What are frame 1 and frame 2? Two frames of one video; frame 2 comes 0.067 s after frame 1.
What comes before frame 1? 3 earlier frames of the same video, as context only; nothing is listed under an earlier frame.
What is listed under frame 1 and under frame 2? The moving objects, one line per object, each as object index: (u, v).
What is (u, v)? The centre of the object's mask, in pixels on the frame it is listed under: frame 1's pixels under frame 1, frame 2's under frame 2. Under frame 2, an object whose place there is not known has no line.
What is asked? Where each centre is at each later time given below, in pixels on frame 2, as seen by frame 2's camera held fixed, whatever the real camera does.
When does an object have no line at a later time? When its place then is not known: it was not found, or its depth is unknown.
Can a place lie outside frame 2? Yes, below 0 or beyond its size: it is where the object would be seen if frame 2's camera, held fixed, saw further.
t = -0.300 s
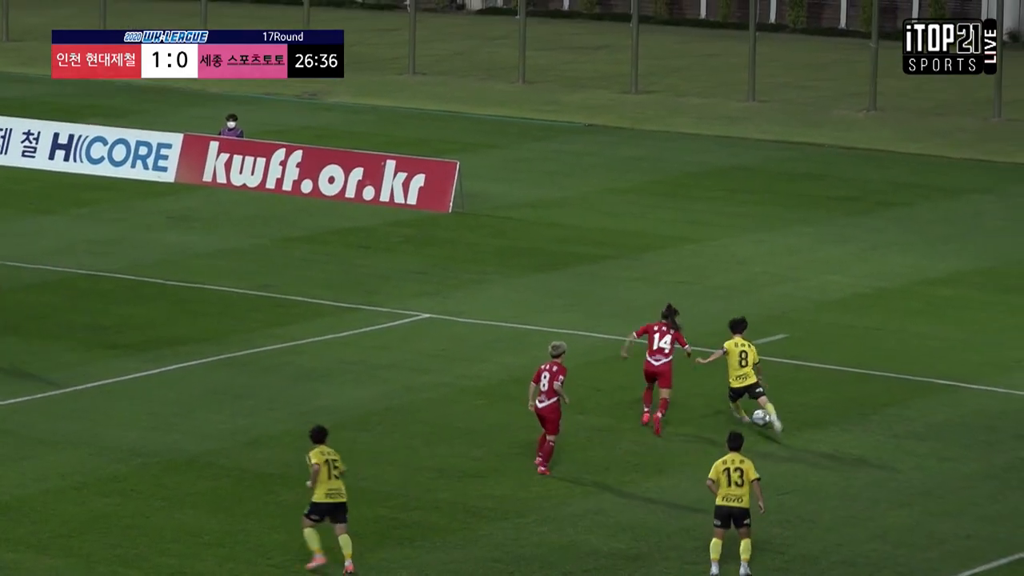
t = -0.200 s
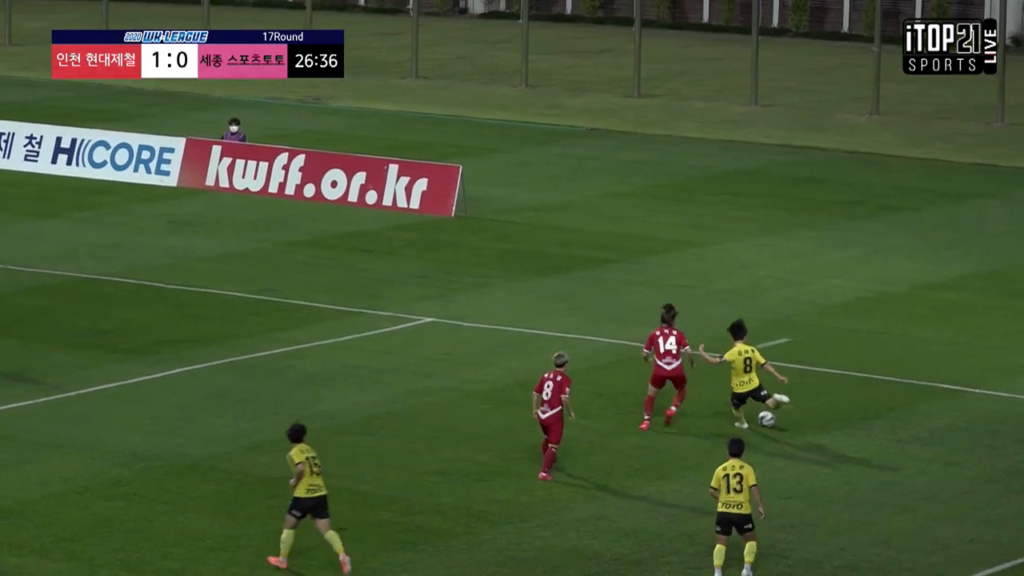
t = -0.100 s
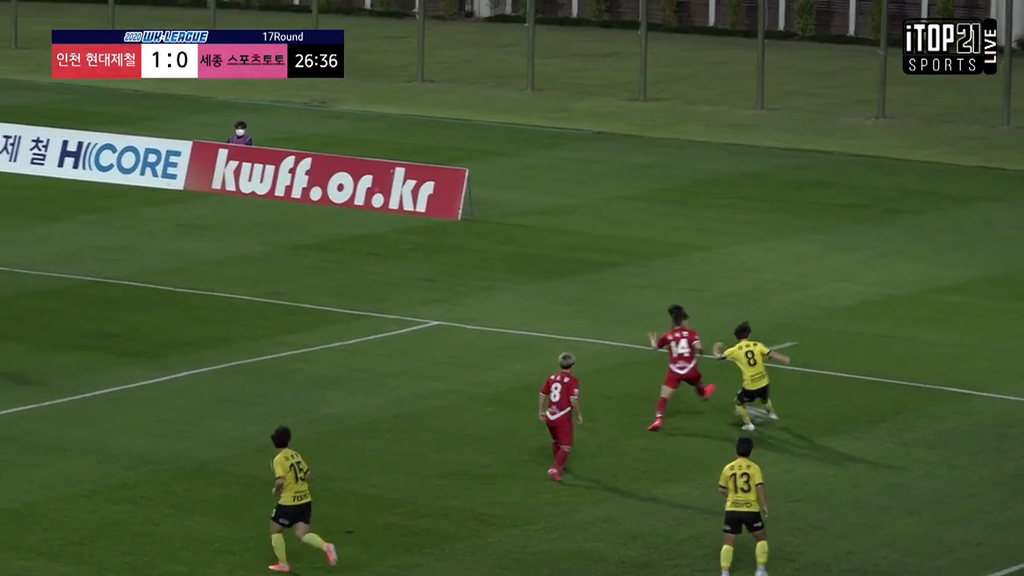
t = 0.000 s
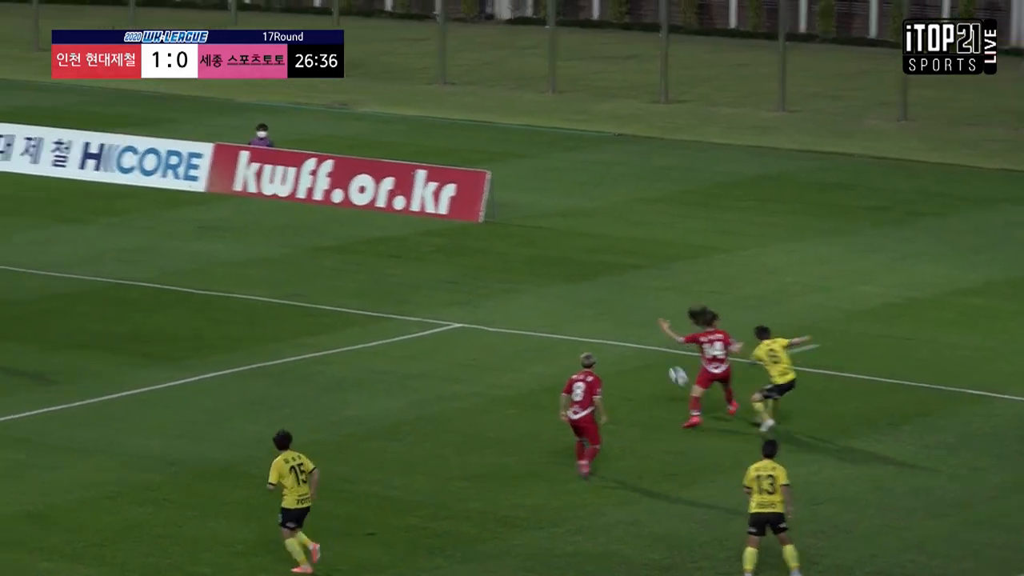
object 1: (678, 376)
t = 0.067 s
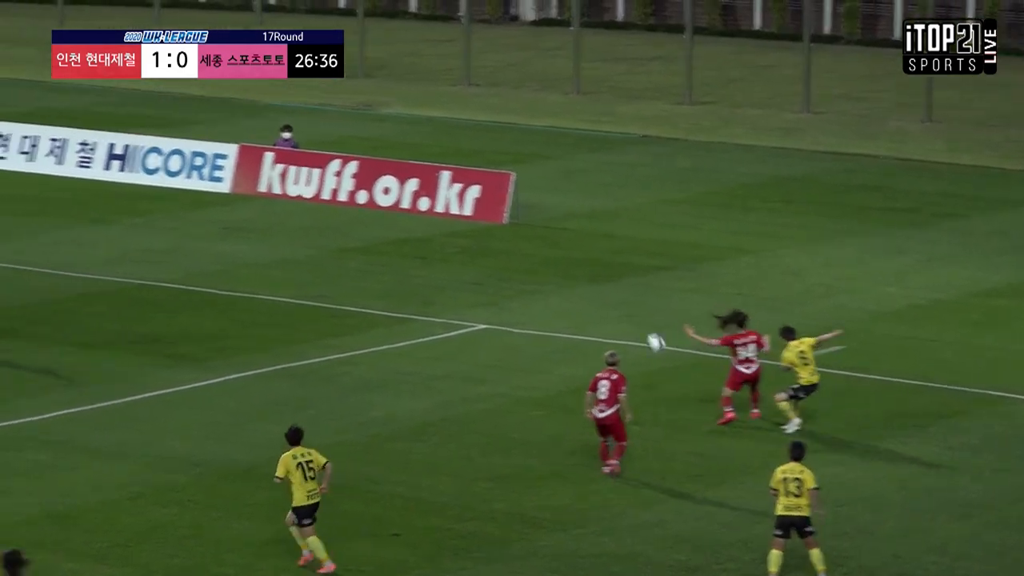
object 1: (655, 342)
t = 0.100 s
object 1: (633, 327)
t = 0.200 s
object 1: (570, 283)
